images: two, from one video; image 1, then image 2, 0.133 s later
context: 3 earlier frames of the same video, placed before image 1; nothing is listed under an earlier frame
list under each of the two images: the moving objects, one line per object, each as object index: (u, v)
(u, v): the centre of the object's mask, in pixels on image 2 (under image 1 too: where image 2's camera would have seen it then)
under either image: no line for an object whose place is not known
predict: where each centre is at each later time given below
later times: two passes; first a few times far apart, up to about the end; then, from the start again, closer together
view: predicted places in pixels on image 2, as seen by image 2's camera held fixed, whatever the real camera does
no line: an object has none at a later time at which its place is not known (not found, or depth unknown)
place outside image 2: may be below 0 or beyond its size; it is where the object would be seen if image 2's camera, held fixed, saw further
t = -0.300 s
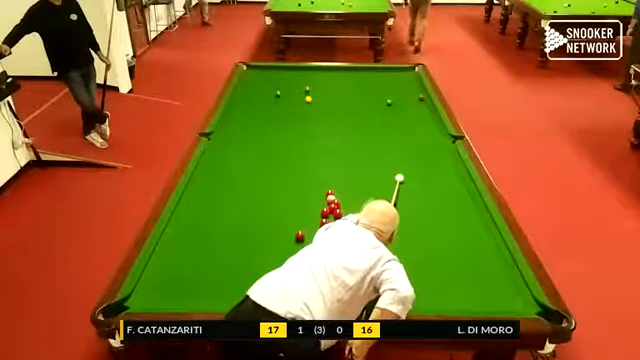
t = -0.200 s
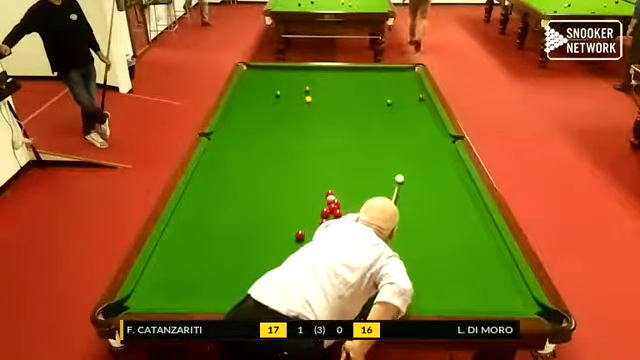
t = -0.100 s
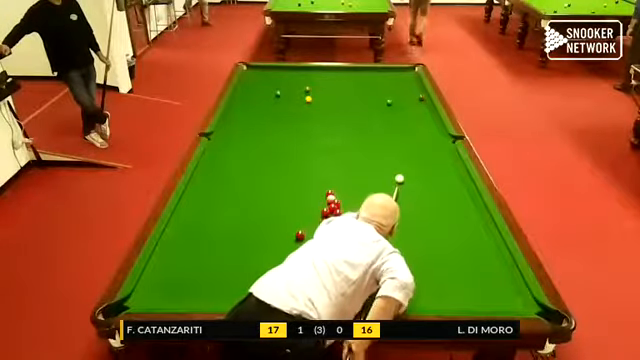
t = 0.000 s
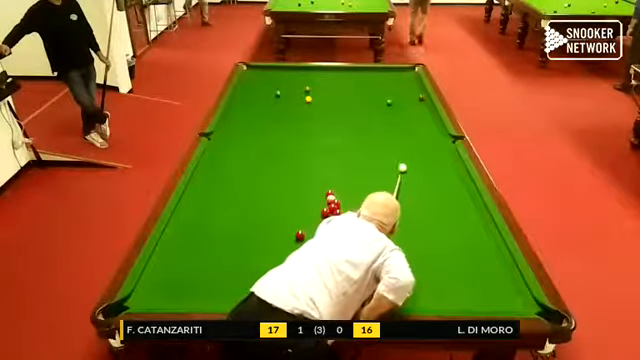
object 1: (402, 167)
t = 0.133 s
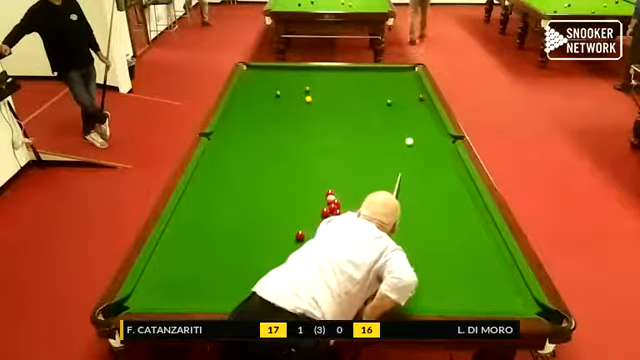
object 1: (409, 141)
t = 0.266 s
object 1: (414, 121)
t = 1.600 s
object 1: (416, 81)
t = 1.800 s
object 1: (412, 77)
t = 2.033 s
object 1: (410, 75)
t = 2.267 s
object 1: (409, 73)
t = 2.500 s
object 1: (406, 70)
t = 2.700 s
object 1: (404, 68)
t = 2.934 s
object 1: (403, 68)
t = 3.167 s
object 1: (403, 69)
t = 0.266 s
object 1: (414, 121)
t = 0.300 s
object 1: (416, 116)
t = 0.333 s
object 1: (417, 113)
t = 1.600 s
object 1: (416, 81)
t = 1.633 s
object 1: (415, 80)
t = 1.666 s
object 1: (415, 80)
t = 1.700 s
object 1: (415, 80)
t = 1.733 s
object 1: (414, 79)
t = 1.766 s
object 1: (414, 79)
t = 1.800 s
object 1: (412, 77)
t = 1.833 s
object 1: (412, 77)
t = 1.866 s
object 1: (412, 77)
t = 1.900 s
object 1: (412, 77)
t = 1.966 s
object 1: (411, 76)
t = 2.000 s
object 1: (410, 75)
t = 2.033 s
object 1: (410, 75)
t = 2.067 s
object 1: (410, 74)
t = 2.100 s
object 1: (409, 74)
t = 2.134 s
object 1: (409, 74)
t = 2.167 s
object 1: (409, 74)
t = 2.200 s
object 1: (409, 73)
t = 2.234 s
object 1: (409, 73)
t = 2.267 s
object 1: (409, 73)
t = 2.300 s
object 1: (407, 72)
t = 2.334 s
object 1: (407, 72)
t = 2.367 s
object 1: (406, 71)
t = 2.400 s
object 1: (406, 71)
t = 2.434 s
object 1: (406, 71)
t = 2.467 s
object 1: (406, 71)
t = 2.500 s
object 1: (406, 70)
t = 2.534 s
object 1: (406, 70)
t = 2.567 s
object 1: (405, 70)
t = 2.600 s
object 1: (405, 69)
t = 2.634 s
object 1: (405, 69)
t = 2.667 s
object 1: (404, 68)
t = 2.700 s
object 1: (404, 68)
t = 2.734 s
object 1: (403, 68)
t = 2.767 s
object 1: (403, 68)
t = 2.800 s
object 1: (403, 68)
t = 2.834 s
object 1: (403, 68)
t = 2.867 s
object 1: (403, 68)
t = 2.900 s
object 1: (403, 67)
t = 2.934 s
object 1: (403, 68)
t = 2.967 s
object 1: (403, 68)
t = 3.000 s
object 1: (403, 68)
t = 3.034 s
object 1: (403, 69)
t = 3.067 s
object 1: (403, 69)
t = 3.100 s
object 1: (403, 69)
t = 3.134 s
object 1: (403, 69)
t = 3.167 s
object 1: (403, 69)
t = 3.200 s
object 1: (403, 69)
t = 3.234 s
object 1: (403, 69)
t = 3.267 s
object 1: (403, 70)
